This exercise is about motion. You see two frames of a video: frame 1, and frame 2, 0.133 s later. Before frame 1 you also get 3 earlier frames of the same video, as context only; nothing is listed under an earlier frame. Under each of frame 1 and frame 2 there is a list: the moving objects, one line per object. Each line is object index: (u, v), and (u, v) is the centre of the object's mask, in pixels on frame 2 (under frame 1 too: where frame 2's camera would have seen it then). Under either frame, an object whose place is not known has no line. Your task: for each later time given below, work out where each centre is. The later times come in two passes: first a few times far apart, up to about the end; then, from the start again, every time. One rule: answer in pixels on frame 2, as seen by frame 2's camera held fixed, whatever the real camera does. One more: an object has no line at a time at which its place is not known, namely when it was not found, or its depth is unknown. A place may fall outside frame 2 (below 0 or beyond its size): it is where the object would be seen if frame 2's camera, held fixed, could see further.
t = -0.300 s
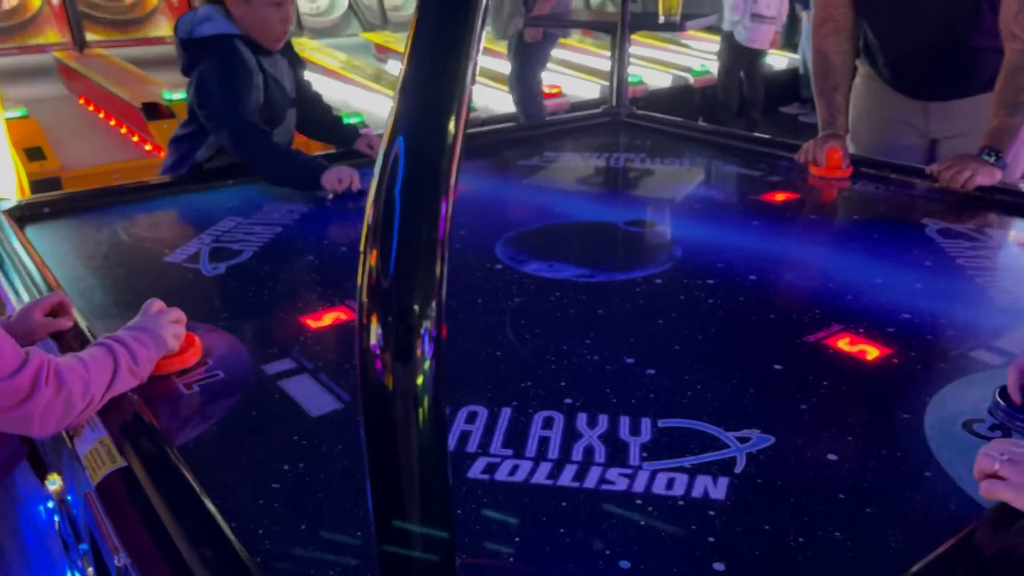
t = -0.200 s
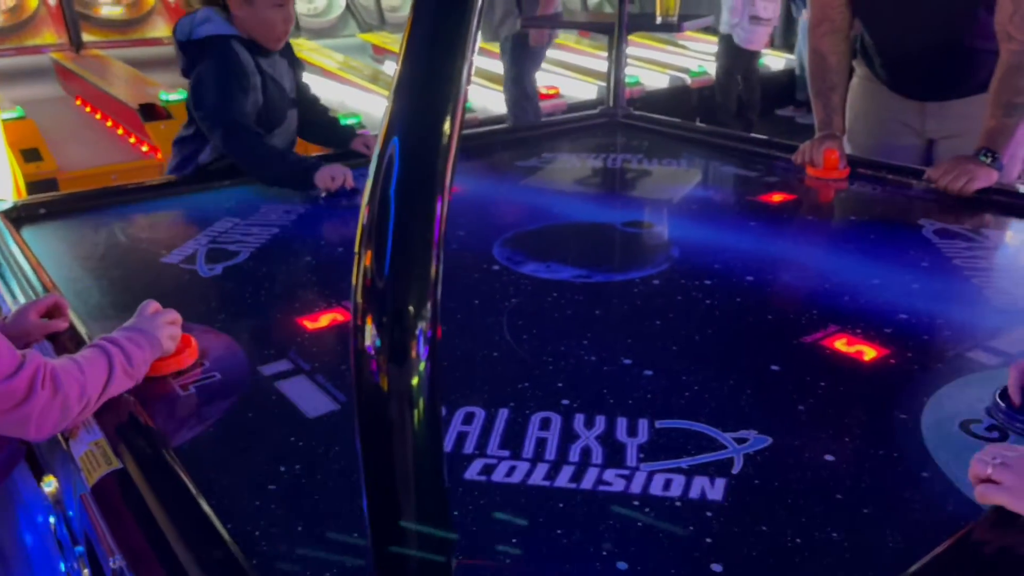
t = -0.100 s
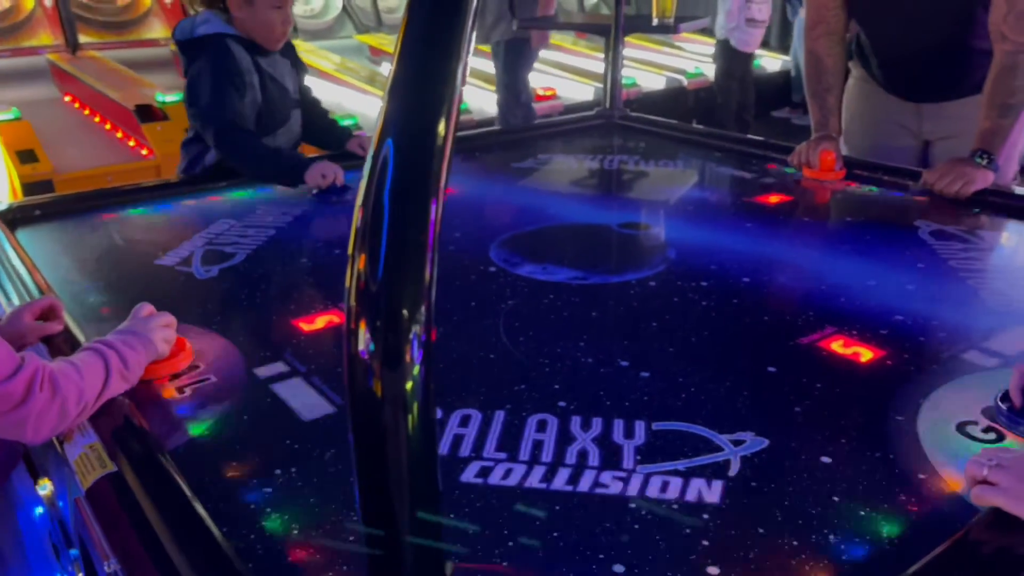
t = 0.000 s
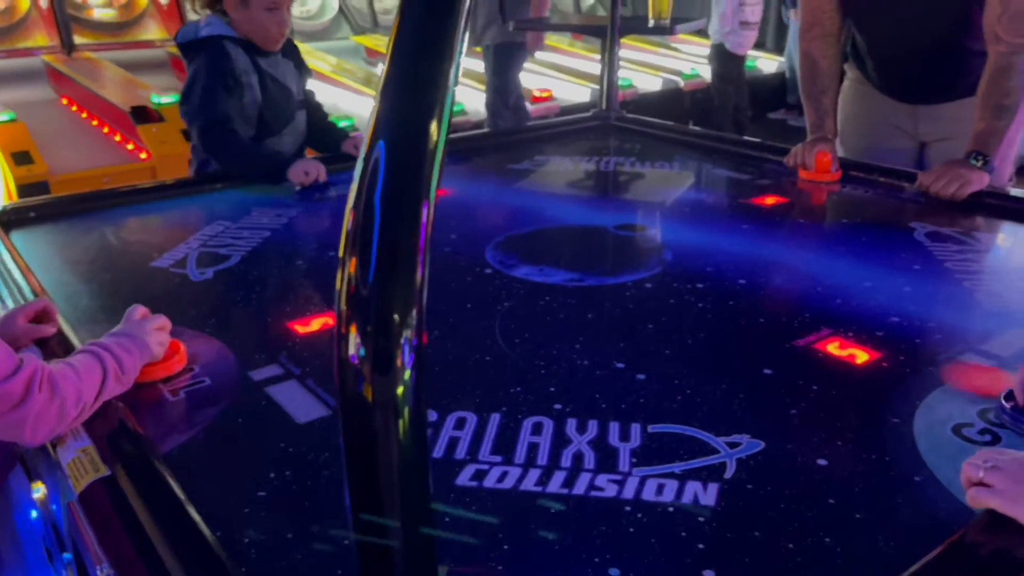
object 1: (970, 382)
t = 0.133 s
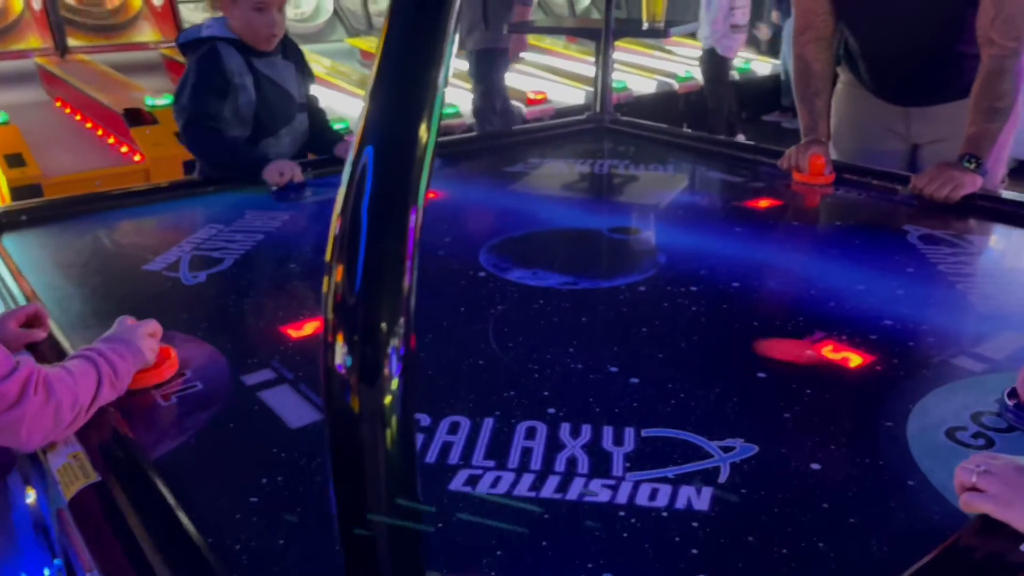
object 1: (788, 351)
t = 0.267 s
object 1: (653, 327)
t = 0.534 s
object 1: (469, 297)
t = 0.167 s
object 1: (753, 345)
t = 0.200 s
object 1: (718, 338)
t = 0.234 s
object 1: (685, 333)
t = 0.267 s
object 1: (653, 327)
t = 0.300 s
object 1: (625, 323)
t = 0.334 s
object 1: (599, 318)
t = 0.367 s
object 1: (574, 314)
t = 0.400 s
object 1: (552, 311)
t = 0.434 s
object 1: (530, 307)
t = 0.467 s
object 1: (509, 304)
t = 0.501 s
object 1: (488, 300)
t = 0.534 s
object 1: (469, 297)
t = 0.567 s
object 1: (449, 293)
